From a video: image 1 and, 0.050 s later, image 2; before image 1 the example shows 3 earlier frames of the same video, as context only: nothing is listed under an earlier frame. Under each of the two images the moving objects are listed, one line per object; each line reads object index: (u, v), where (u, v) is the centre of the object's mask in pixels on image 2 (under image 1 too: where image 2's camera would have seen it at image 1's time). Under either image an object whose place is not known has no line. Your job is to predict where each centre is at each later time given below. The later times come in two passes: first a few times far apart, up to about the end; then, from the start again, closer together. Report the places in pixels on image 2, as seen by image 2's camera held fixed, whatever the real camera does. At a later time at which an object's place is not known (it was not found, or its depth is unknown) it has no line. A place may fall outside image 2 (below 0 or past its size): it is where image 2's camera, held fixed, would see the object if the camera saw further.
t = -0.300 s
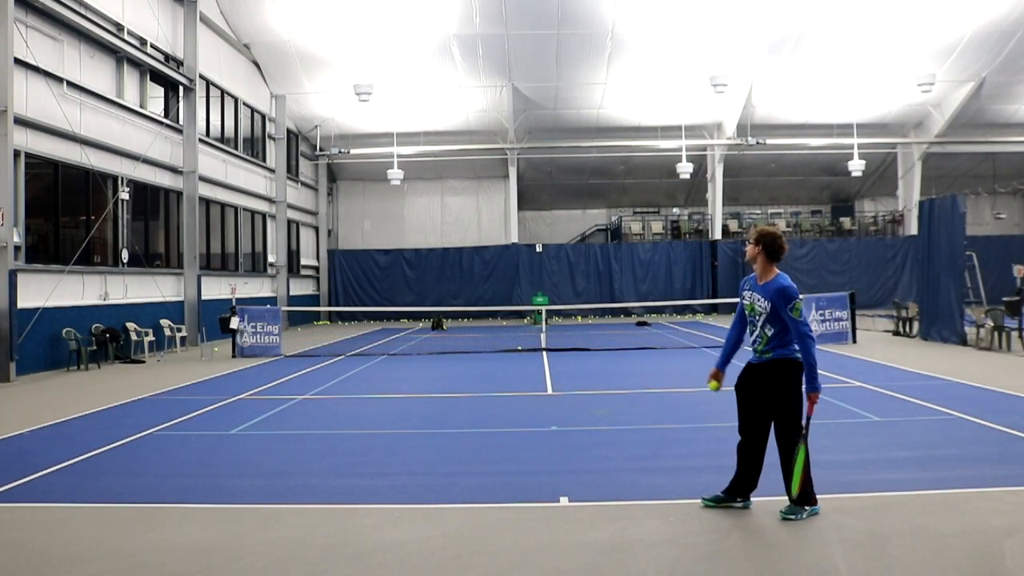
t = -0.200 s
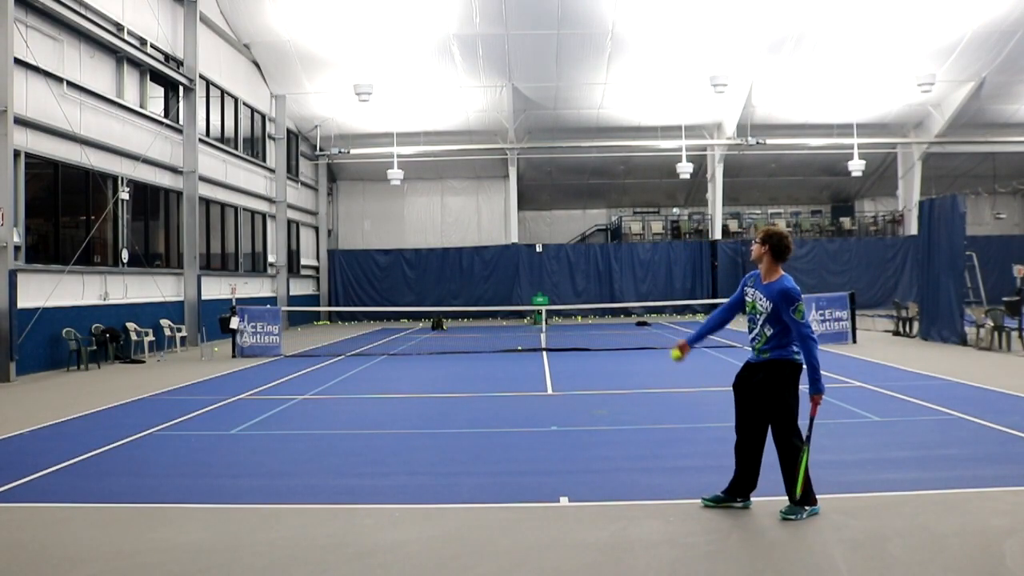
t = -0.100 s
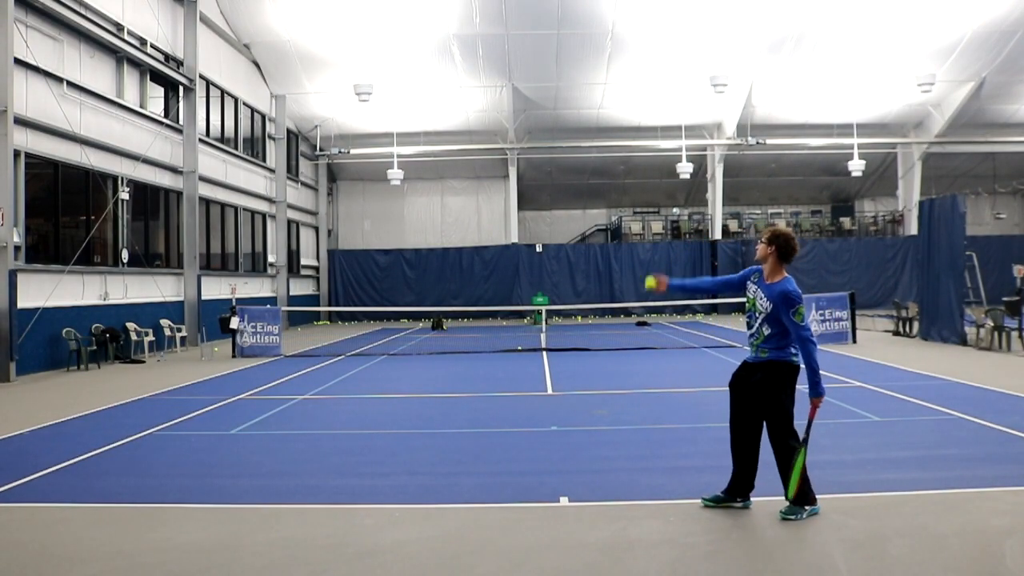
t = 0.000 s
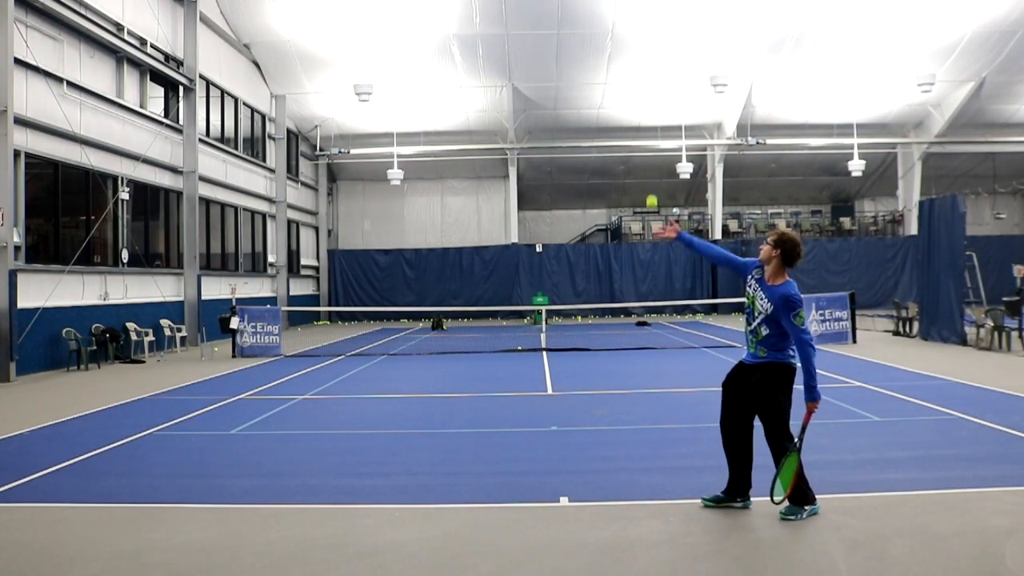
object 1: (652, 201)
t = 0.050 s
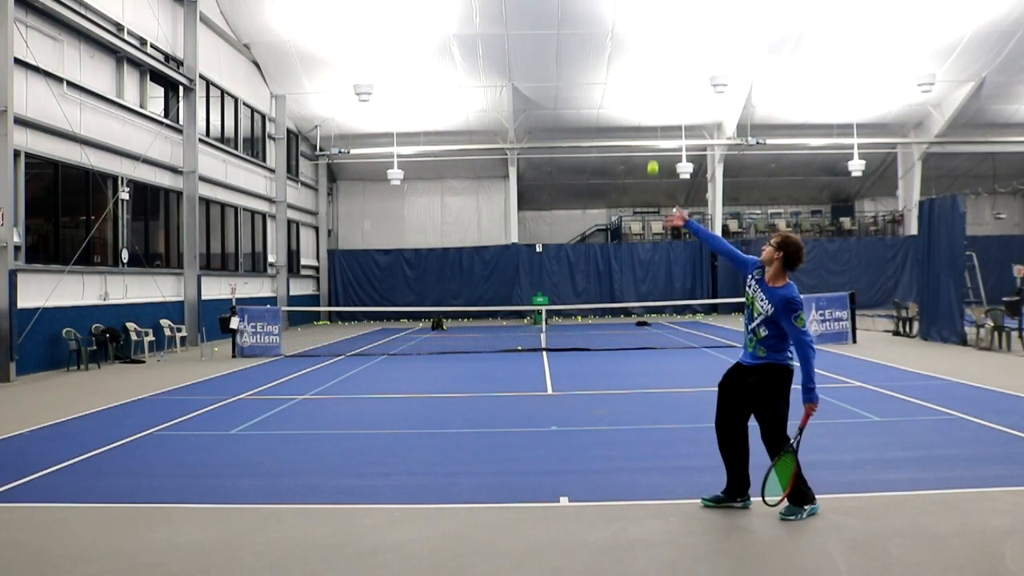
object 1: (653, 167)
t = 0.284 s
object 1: (658, 59)
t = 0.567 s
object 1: (669, 37)
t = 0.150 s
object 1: (655, 111)
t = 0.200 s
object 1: (656, 88)
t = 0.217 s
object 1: (656, 82)
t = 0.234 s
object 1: (657, 76)
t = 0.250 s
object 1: (657, 70)
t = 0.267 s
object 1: (658, 64)
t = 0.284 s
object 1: (658, 59)
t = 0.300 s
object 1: (659, 55)
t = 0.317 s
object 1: (660, 51)
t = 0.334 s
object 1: (660, 46)
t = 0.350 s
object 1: (661, 44)
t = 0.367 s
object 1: (661, 41)
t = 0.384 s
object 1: (662, 38)
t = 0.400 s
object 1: (662, 36)
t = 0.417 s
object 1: (663, 34)
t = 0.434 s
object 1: (663, 33)
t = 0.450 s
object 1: (664, 32)
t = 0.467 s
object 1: (665, 32)
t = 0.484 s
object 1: (665, 32)
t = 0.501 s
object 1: (666, 32)
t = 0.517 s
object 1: (667, 33)
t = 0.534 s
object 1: (667, 34)
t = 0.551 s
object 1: (668, 35)
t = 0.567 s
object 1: (669, 37)
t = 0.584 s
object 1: (670, 39)
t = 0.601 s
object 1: (671, 42)
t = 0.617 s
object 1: (671, 44)
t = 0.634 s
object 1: (672, 48)
